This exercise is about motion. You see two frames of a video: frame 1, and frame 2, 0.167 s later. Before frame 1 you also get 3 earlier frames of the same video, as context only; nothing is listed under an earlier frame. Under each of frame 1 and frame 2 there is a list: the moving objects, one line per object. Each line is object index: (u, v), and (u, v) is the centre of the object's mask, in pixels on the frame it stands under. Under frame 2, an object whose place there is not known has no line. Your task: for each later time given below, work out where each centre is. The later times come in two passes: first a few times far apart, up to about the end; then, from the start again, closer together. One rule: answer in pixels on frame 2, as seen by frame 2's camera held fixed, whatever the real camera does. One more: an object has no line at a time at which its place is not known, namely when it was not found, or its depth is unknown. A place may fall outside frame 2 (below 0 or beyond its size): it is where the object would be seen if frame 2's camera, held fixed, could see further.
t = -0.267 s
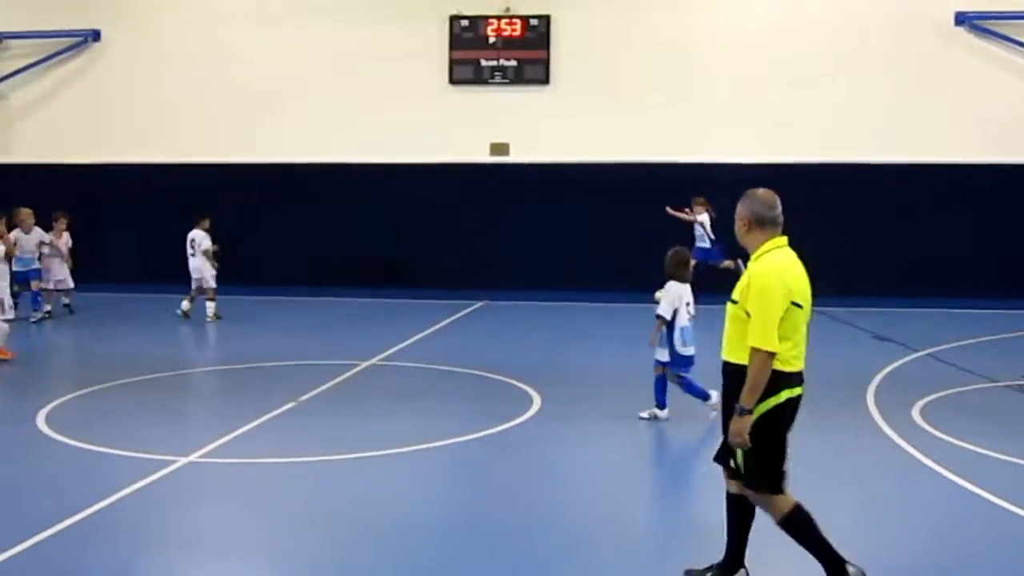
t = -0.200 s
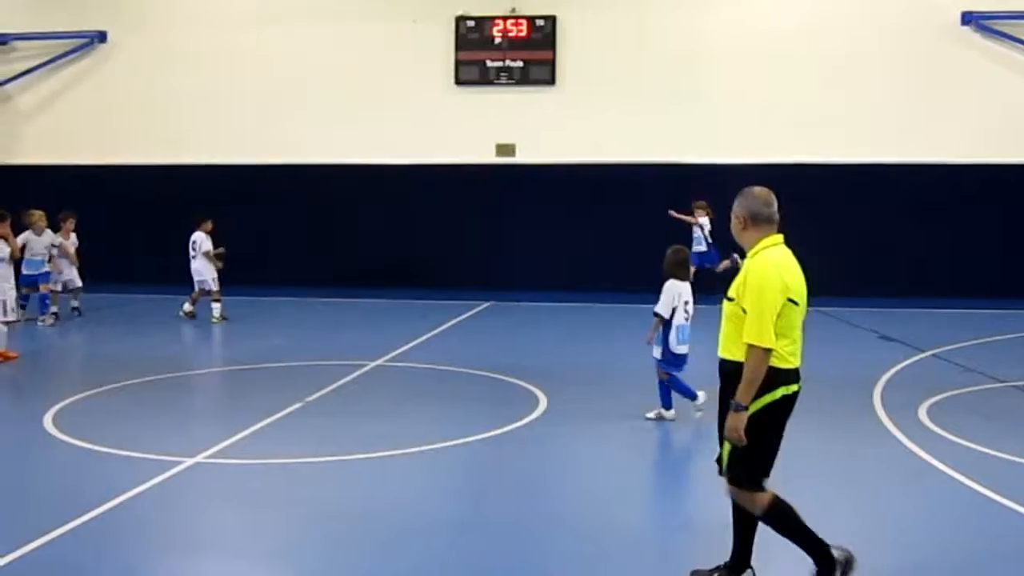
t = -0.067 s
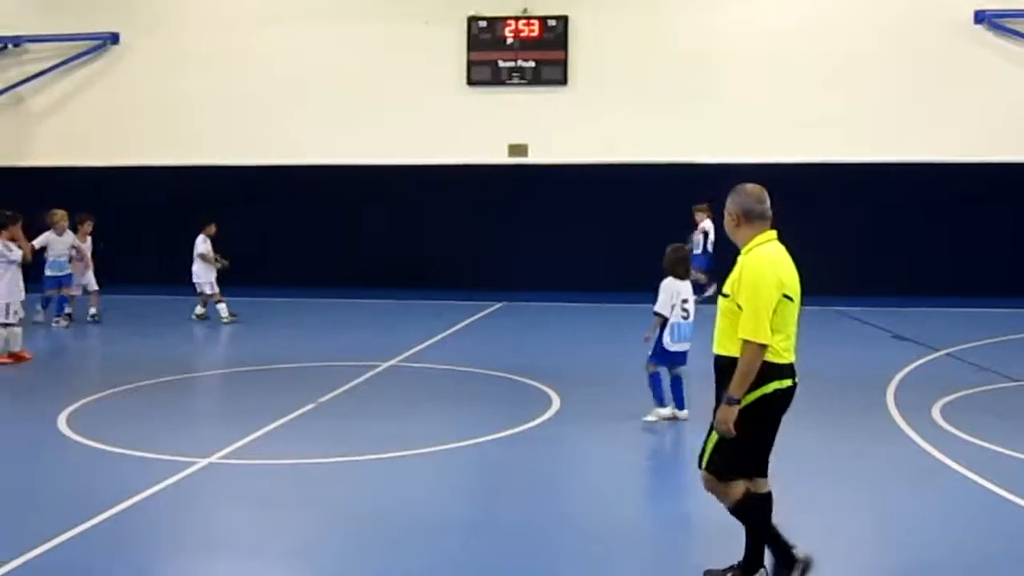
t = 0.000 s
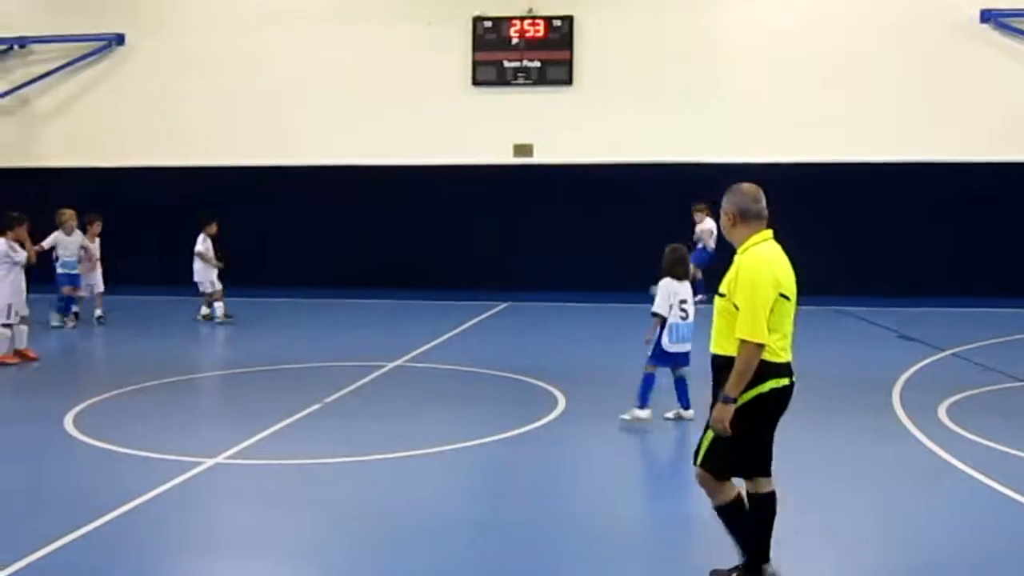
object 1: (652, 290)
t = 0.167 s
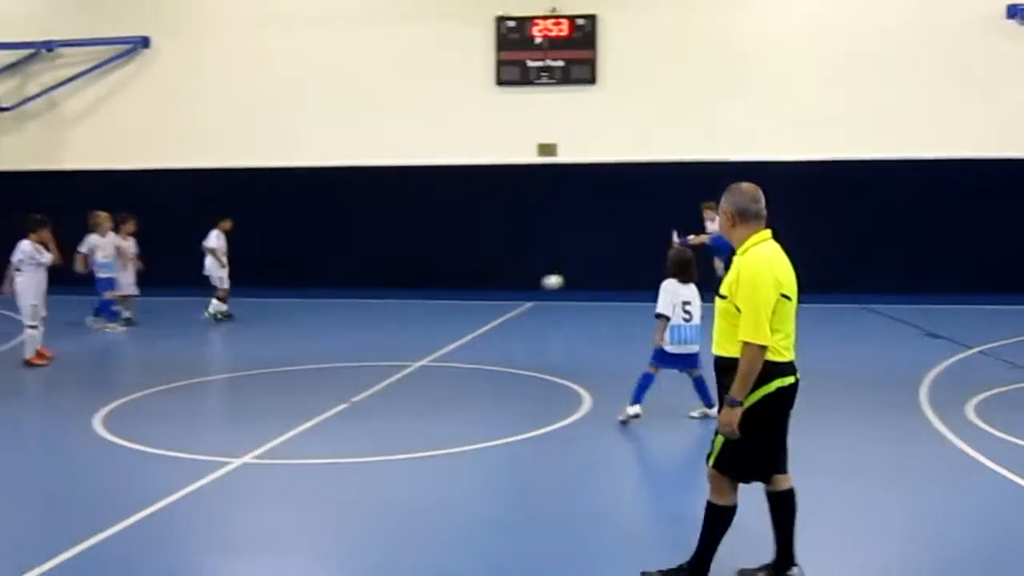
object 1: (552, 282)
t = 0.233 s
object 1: (493, 284)
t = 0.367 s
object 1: (367, 299)
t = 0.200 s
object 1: (523, 283)
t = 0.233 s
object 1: (493, 284)
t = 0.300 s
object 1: (432, 289)
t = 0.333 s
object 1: (399, 293)
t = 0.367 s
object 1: (367, 299)
